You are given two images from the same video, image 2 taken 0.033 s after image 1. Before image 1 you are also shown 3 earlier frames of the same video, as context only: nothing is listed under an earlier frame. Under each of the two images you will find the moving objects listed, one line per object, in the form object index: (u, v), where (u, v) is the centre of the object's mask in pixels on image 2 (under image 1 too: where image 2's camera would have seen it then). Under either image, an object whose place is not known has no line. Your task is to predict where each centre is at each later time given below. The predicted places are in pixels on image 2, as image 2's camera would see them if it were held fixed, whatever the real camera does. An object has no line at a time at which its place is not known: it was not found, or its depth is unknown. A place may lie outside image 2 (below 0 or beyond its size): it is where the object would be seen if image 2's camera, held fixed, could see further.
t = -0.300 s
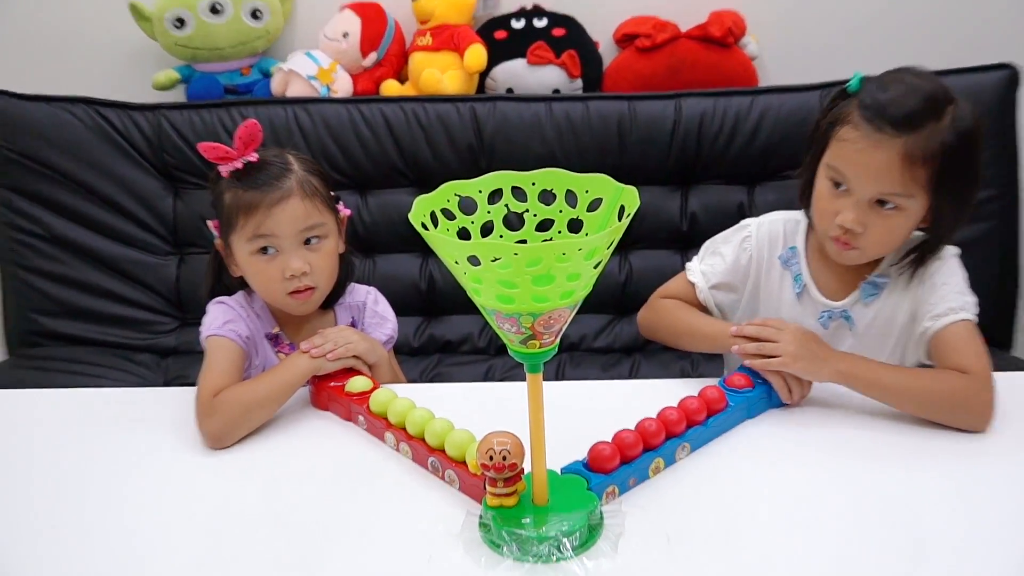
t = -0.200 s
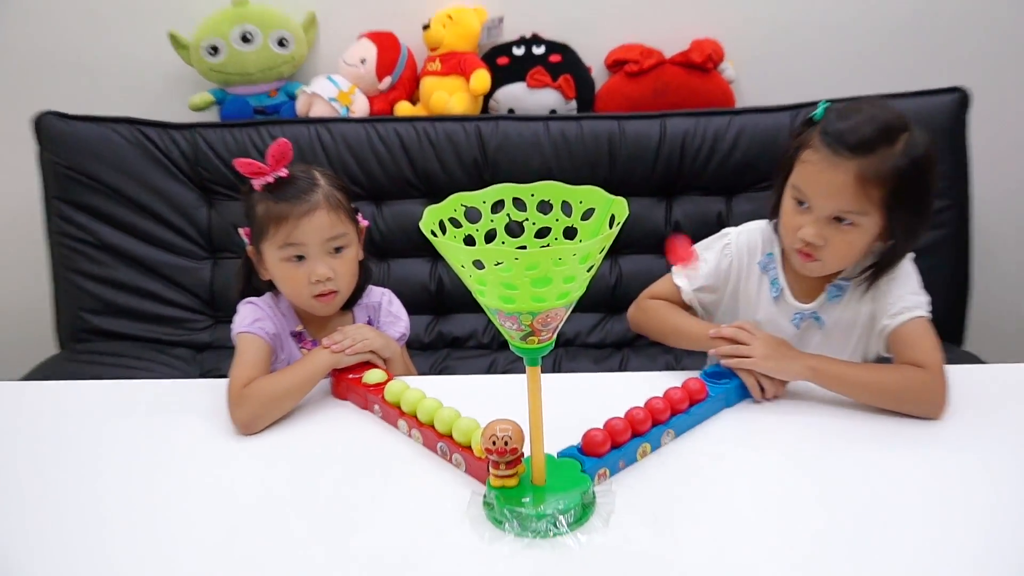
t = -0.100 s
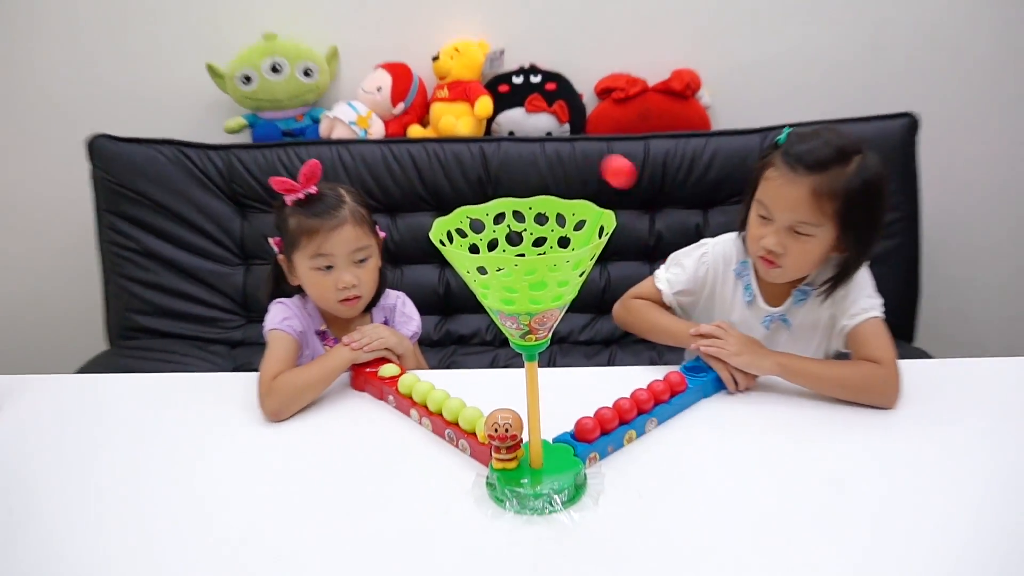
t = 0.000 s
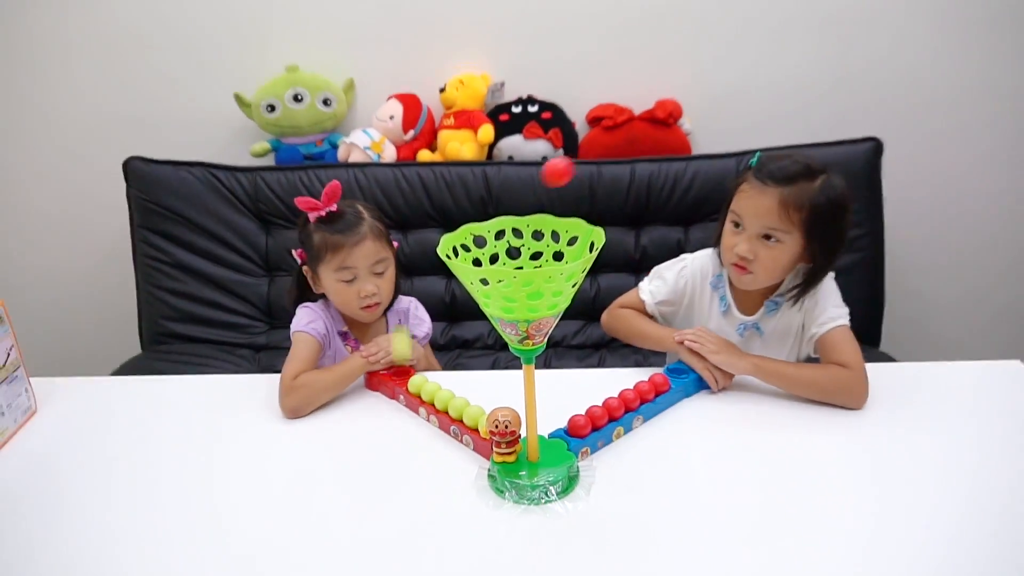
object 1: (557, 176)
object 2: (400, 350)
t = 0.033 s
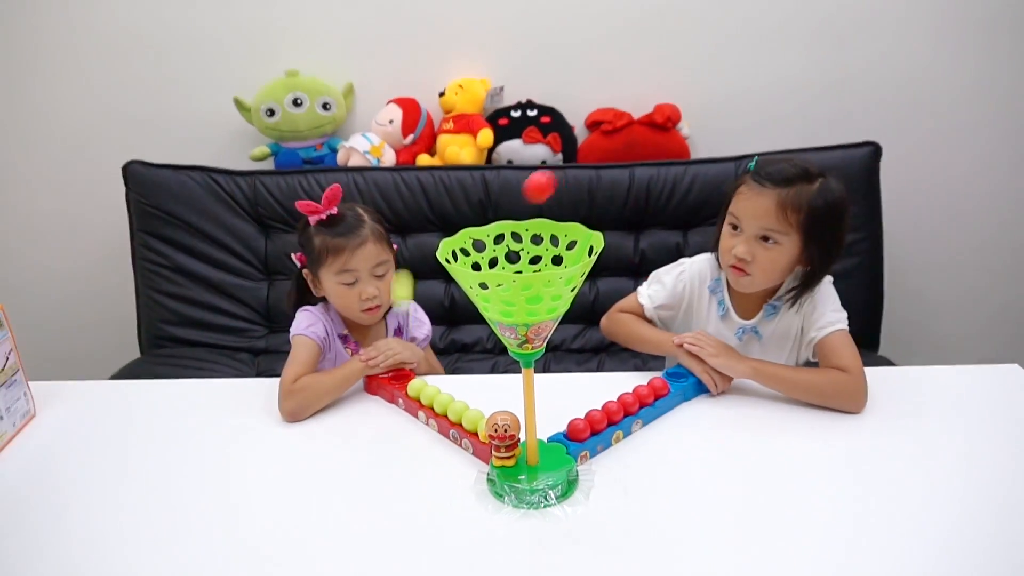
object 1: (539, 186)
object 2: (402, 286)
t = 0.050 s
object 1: (531, 196)
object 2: (403, 263)
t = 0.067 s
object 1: (523, 204)
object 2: (404, 237)
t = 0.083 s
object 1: (515, 214)
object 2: (406, 210)
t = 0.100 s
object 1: (506, 230)
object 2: (408, 185)
